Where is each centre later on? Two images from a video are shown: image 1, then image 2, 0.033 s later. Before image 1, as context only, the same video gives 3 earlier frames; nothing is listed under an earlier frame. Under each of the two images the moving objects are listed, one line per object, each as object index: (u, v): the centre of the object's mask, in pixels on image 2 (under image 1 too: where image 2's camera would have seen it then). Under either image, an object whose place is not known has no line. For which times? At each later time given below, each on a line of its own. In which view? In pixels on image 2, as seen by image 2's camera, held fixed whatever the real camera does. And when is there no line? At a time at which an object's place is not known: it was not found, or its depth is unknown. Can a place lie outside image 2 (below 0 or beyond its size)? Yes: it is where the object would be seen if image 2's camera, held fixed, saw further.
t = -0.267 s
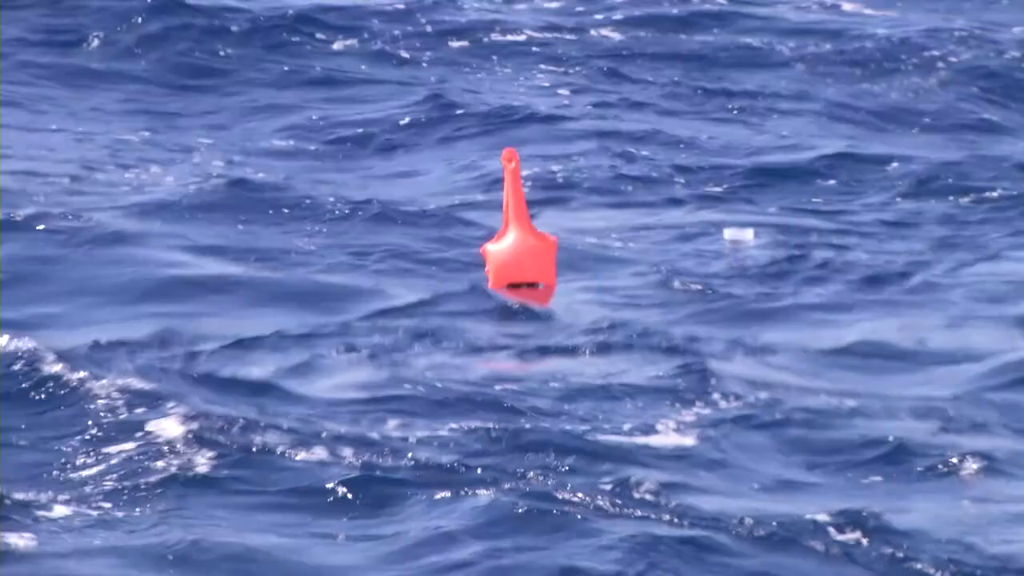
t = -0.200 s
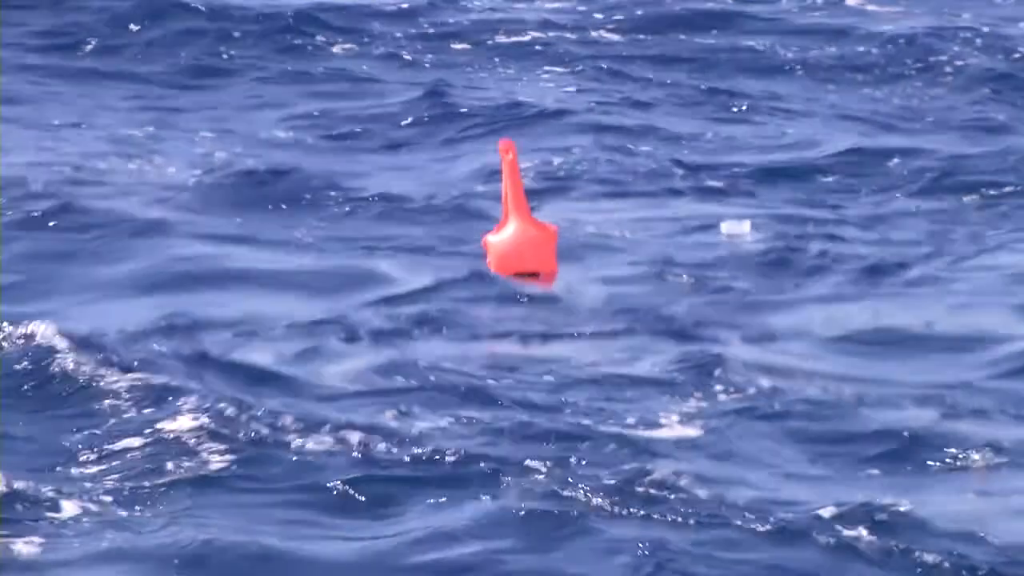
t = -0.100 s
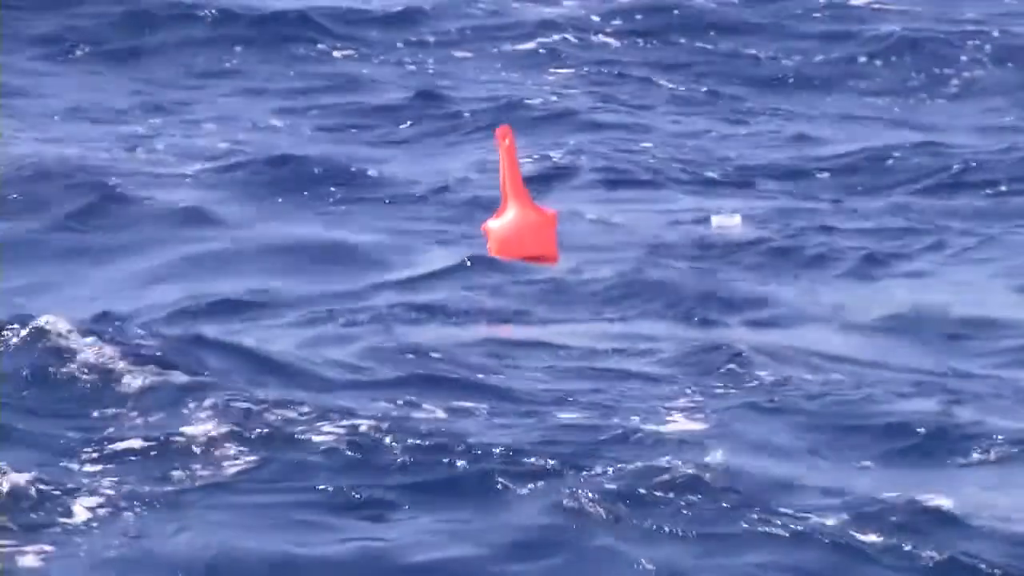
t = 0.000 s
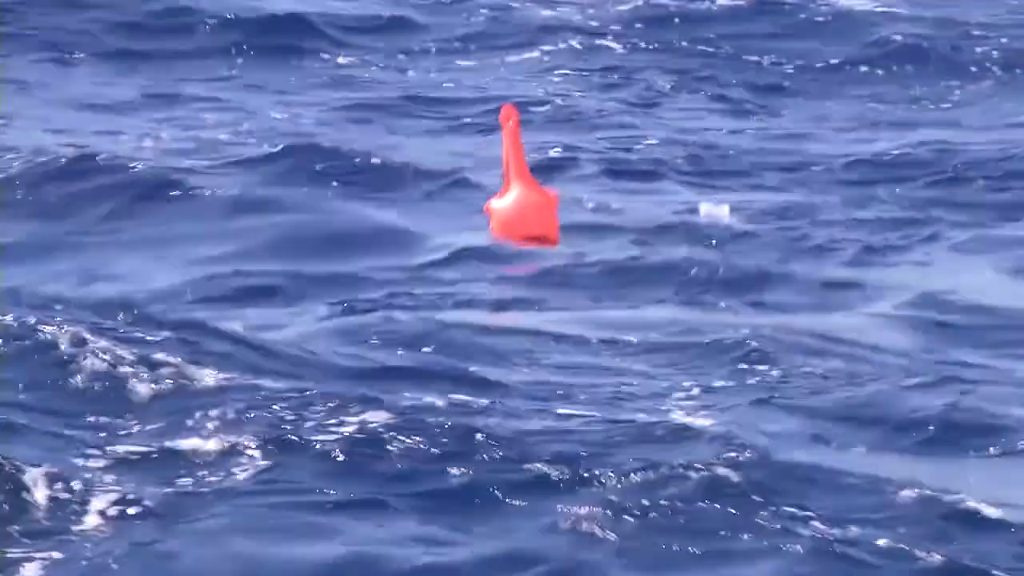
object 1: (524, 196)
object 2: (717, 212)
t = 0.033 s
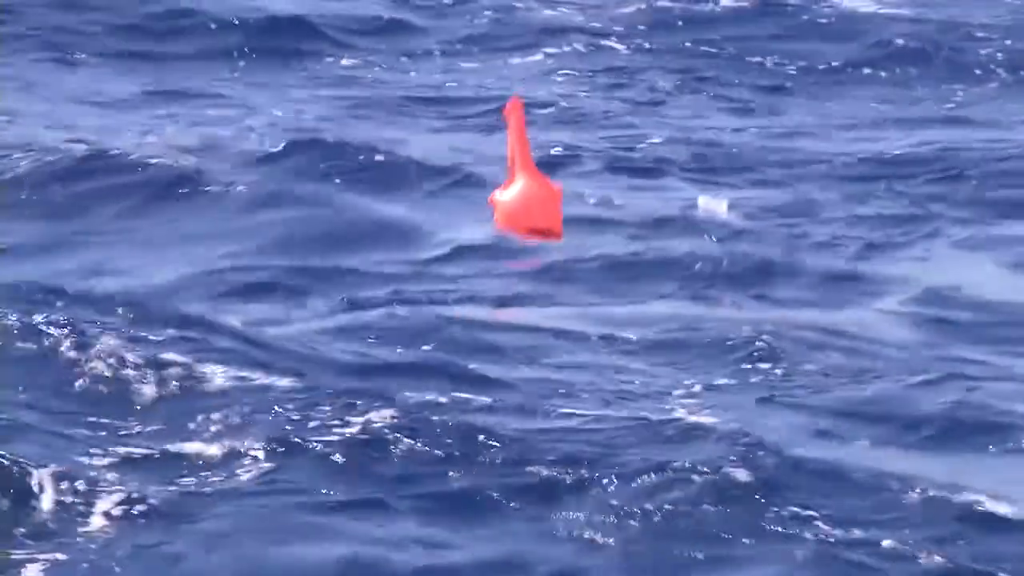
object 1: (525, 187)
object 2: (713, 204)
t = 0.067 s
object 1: (527, 179)
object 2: (709, 196)
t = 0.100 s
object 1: (528, 169)
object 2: (704, 190)
